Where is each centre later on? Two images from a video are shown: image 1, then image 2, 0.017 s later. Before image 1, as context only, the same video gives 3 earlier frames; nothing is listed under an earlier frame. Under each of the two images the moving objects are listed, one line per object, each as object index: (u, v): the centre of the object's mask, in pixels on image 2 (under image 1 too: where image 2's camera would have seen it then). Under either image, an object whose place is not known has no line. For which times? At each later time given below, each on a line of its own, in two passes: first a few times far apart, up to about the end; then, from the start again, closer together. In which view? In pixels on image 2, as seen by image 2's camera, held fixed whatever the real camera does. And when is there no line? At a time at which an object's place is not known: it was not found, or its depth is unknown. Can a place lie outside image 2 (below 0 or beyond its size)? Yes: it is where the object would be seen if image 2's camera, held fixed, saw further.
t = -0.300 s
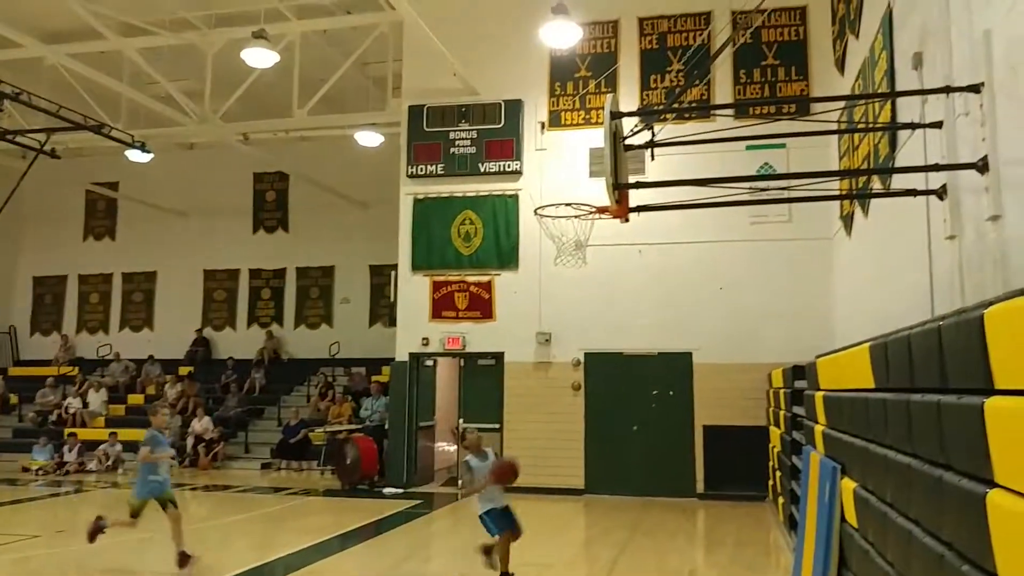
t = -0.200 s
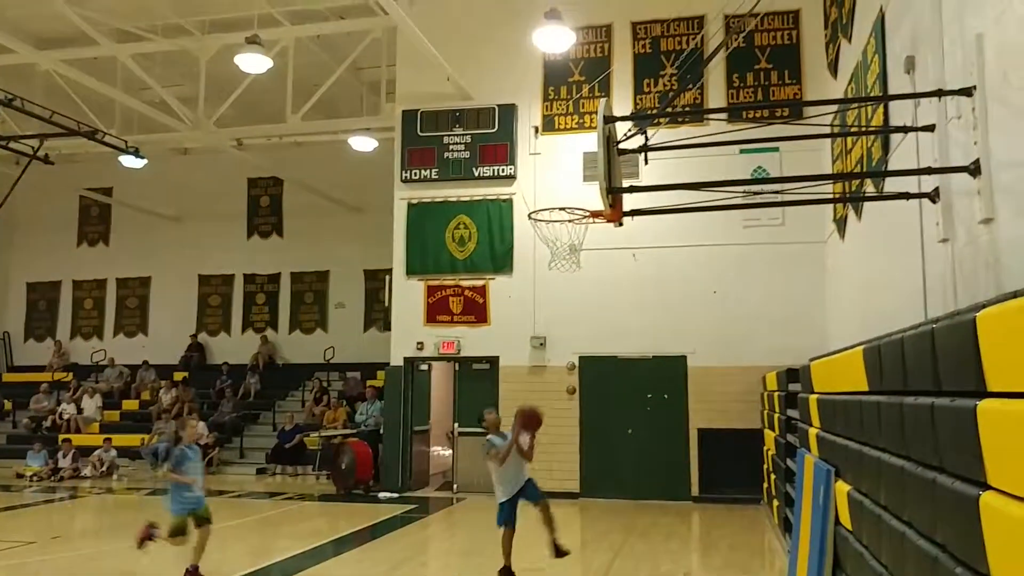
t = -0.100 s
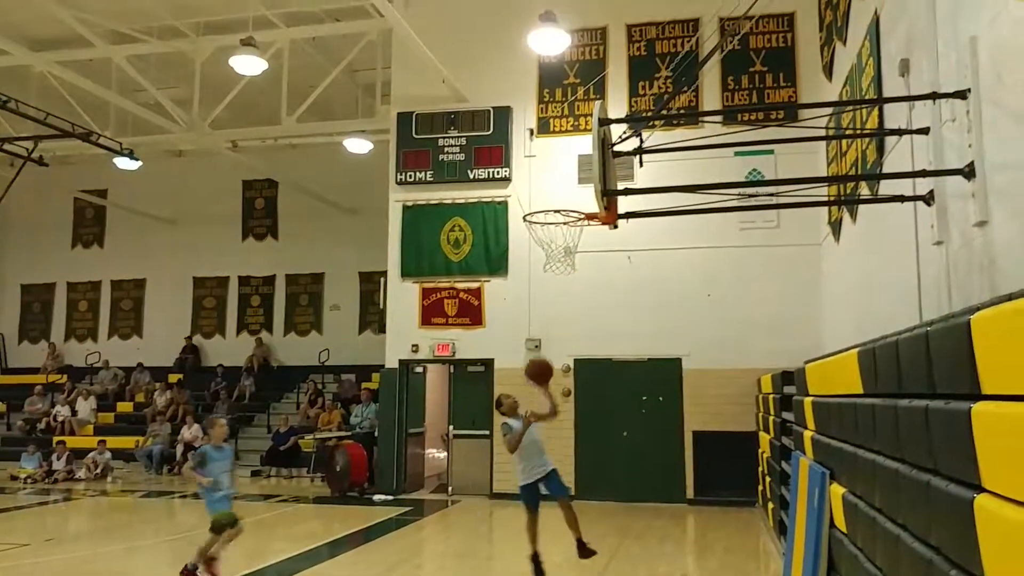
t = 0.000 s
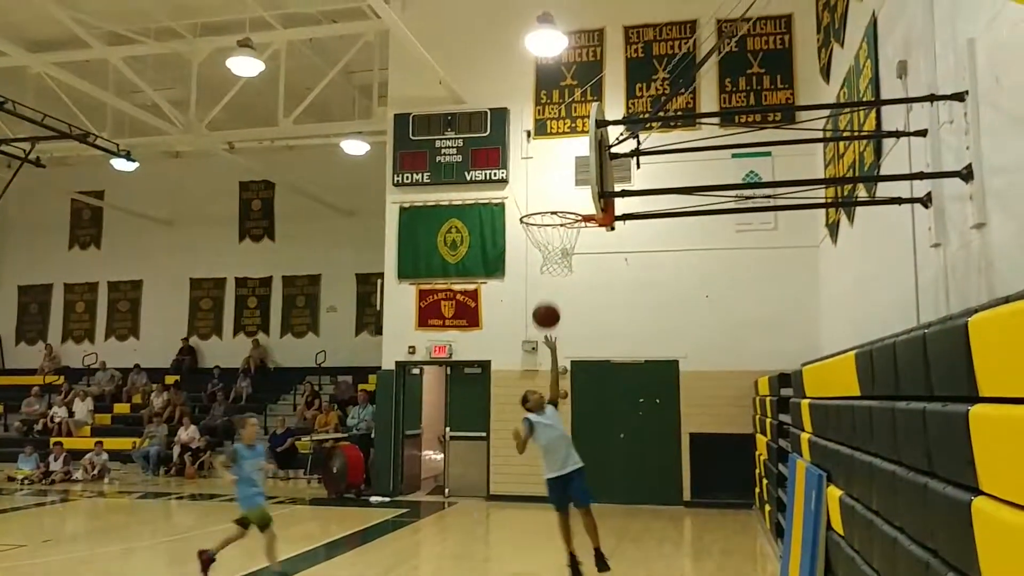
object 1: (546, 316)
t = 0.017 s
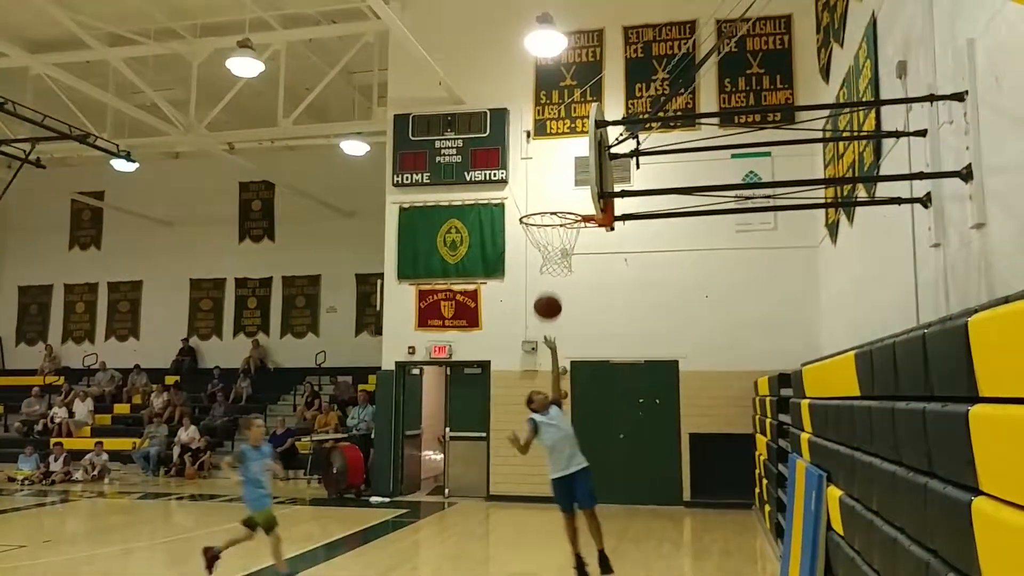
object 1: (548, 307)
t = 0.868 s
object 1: (562, 271)
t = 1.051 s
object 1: (572, 310)
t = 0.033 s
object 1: (550, 297)
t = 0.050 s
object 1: (551, 289)
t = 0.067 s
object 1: (553, 280)
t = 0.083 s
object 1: (555, 272)
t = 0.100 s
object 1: (556, 264)
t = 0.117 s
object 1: (558, 257)
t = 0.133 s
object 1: (560, 250)
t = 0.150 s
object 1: (562, 242)
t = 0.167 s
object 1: (564, 236)
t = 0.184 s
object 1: (566, 230)
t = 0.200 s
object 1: (567, 223)
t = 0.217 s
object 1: (568, 214)
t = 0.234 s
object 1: (572, 207)
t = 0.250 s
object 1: (574, 204)
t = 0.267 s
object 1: (578, 200)
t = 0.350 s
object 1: (582, 180)
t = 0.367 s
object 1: (583, 178)
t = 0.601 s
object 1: (549, 197)
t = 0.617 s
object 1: (545, 201)
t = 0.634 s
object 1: (542, 205)
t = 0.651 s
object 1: (539, 211)
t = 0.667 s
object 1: (536, 216)
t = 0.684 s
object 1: (536, 220)
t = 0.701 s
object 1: (538, 224)
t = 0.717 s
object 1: (541, 229)
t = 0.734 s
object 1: (544, 234)
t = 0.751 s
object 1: (546, 239)
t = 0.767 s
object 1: (549, 246)
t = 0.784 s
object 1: (551, 251)
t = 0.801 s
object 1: (554, 257)
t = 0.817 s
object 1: (556, 262)
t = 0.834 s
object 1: (559, 265)
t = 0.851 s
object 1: (560, 267)
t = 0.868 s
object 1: (562, 271)
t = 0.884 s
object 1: (563, 273)
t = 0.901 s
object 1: (564, 275)
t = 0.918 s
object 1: (565, 277)
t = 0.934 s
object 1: (567, 280)
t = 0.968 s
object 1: (569, 287)
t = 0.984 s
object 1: (569, 291)
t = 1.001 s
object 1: (572, 294)
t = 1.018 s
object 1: (573, 299)
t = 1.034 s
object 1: (571, 305)
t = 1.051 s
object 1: (572, 310)
